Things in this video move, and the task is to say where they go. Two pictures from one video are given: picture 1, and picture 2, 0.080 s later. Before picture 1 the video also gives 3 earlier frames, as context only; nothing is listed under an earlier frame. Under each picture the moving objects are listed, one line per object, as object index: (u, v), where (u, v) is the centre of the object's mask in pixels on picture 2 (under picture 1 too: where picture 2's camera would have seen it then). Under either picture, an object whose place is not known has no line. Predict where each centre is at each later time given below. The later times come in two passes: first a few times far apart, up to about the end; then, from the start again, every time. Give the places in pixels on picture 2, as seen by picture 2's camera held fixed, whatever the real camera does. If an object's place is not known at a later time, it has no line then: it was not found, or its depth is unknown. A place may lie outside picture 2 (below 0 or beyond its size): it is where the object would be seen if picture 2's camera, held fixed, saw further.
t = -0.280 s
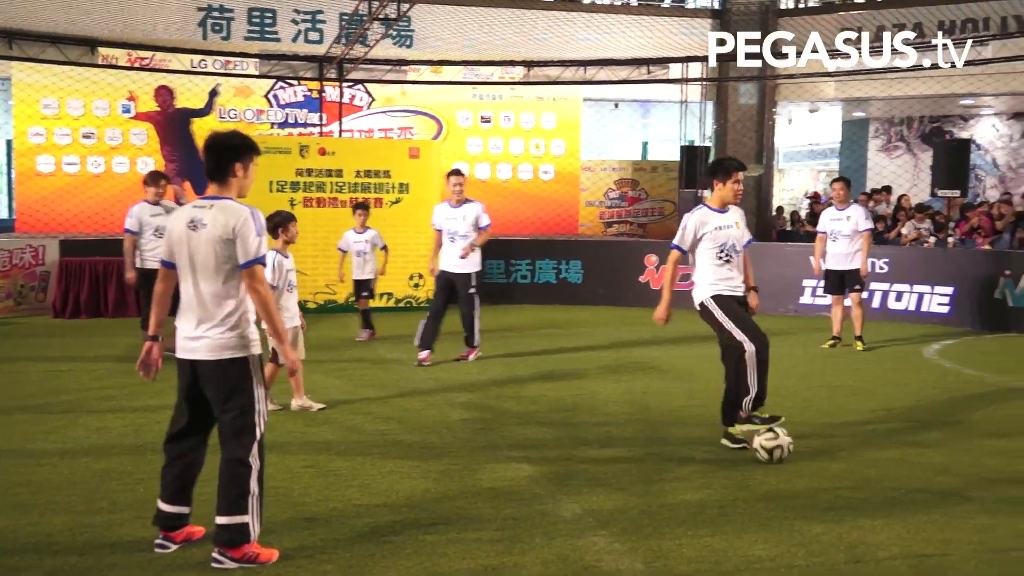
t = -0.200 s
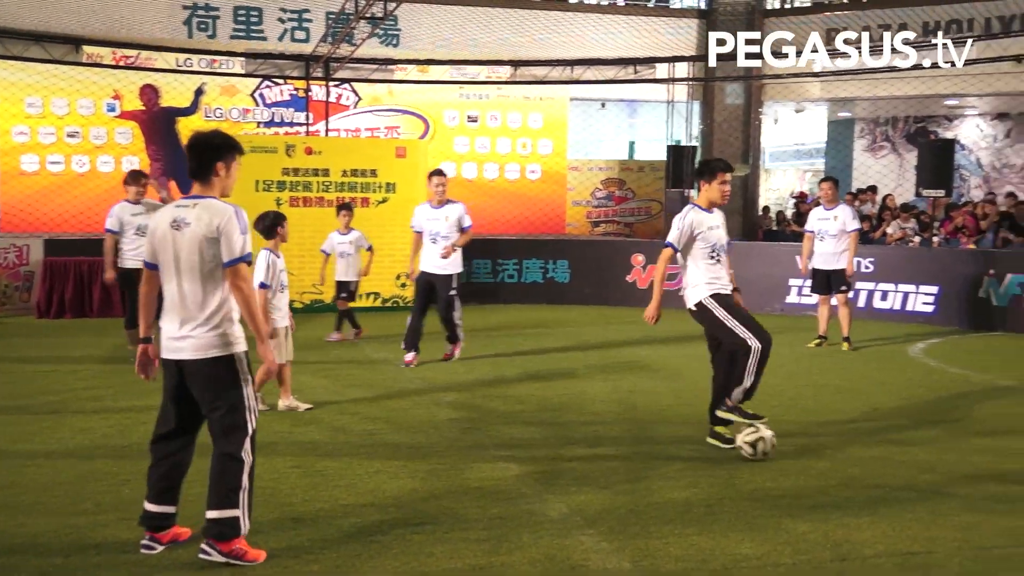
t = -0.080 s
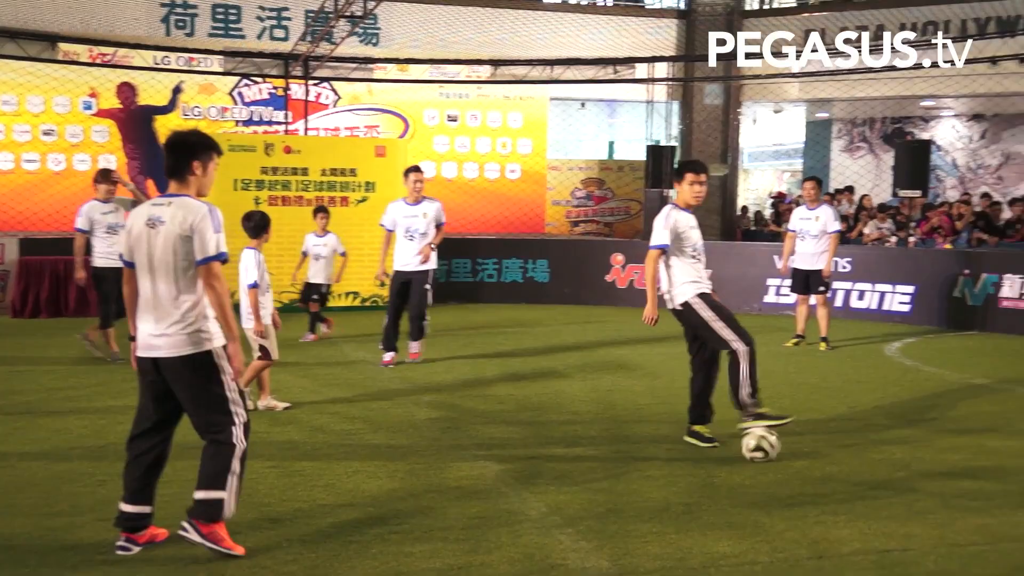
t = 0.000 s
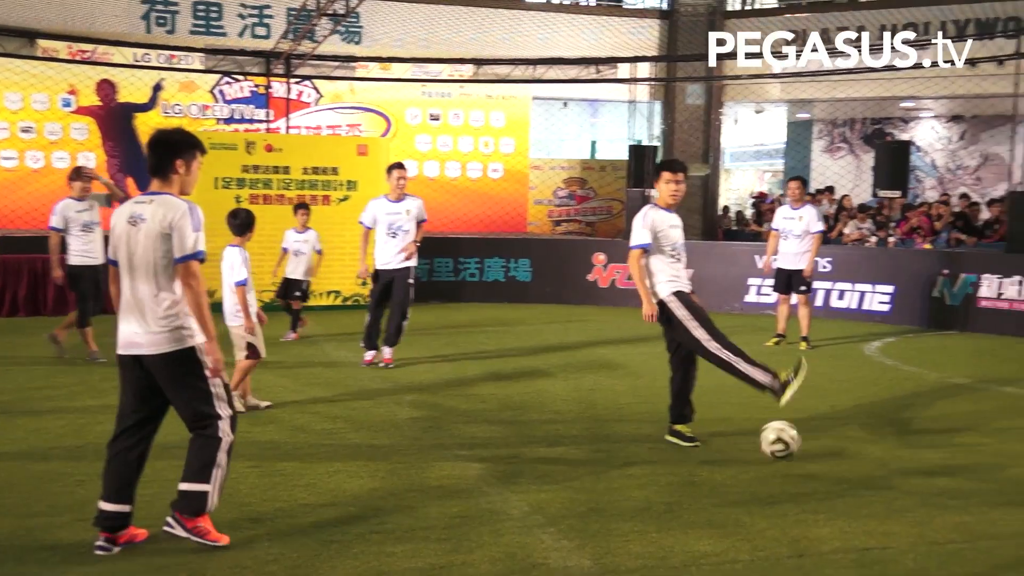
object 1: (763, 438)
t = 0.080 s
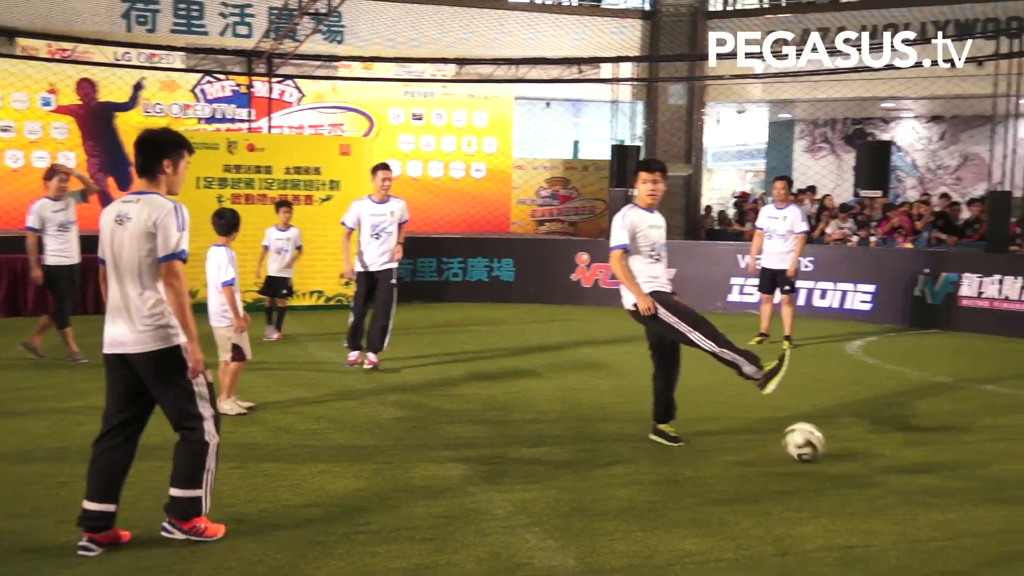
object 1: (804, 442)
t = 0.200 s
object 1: (864, 444)
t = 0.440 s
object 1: (986, 452)
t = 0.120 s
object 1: (824, 444)
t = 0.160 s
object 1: (845, 443)
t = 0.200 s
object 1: (864, 444)
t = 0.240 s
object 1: (884, 448)
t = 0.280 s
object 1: (905, 447)
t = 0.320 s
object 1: (925, 448)
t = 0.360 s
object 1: (946, 450)
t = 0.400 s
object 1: (967, 451)
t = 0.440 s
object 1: (986, 452)
